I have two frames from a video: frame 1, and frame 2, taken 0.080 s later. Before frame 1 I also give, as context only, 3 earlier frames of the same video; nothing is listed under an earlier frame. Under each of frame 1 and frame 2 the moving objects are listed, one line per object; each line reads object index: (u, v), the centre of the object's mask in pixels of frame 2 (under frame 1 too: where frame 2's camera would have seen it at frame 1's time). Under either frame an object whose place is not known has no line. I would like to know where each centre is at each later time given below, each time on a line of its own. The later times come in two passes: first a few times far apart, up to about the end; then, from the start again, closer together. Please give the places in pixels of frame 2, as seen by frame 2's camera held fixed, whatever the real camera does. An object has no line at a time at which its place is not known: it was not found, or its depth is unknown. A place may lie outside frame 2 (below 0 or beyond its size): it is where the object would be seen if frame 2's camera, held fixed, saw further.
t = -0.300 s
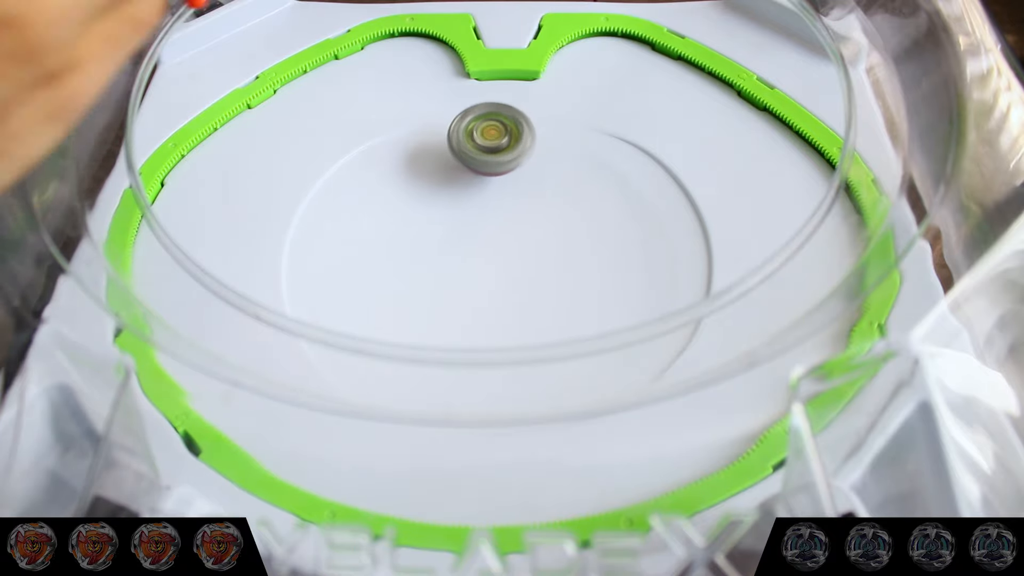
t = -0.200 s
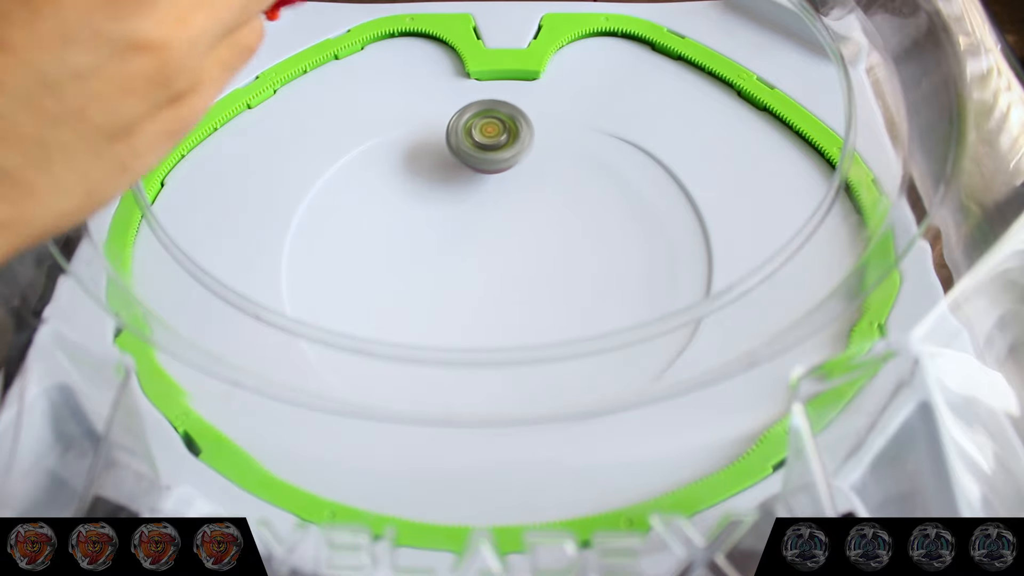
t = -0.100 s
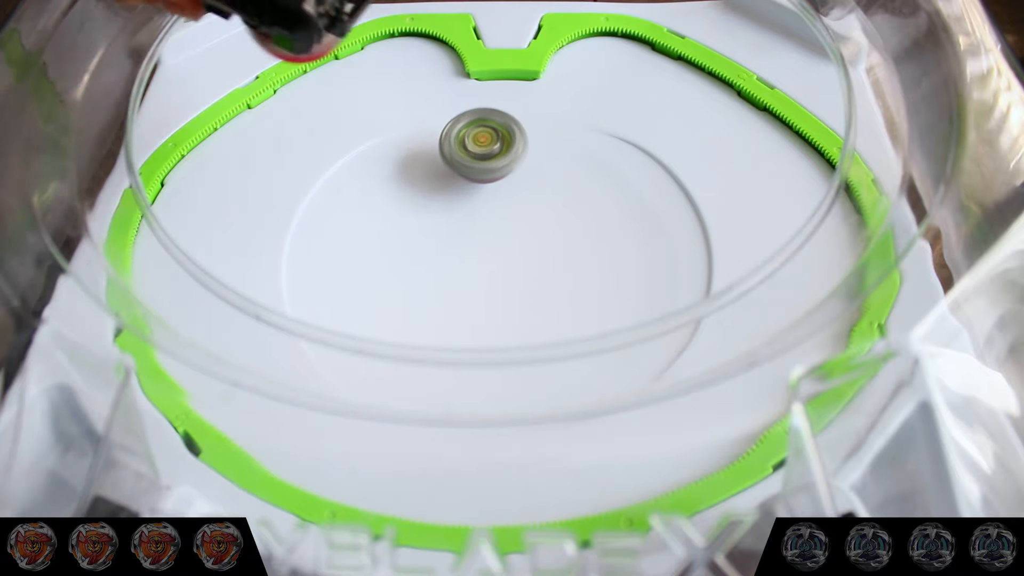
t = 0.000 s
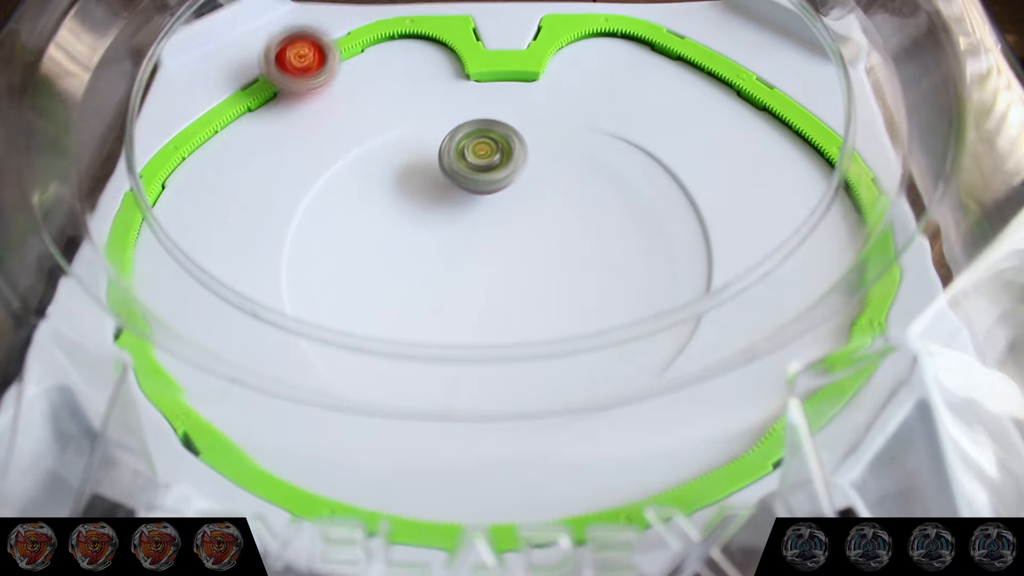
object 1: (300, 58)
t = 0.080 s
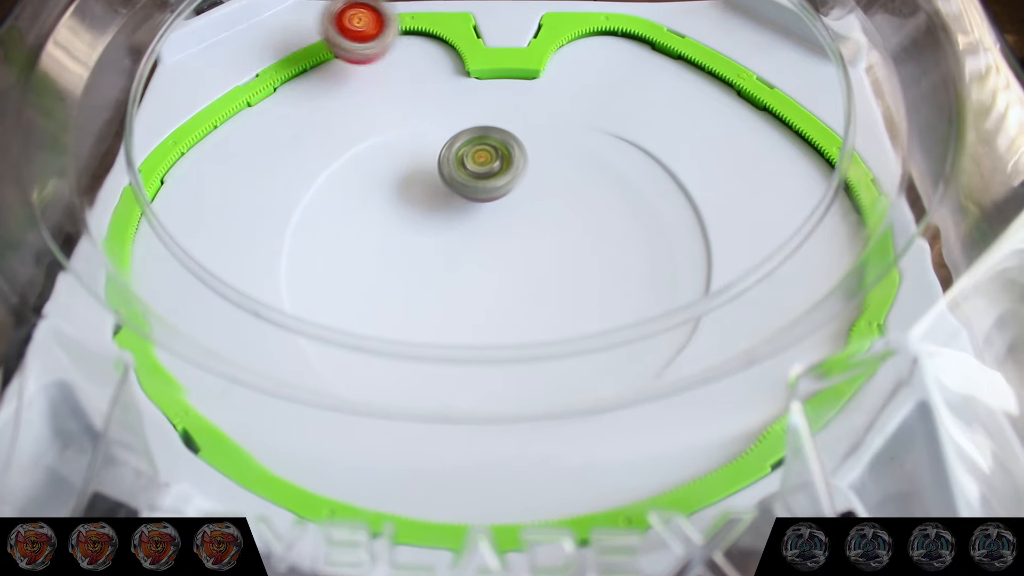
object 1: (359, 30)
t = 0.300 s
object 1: (383, 35)
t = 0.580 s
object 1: (439, 61)
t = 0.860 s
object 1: (689, 45)
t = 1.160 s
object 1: (734, 85)
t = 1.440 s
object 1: (803, 139)
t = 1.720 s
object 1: (831, 214)
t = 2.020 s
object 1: (858, 257)
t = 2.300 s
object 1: (834, 306)
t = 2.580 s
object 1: (711, 307)
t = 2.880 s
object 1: (719, 234)
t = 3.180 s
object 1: (652, 72)
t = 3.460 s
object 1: (562, 334)
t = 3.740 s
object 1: (515, 343)
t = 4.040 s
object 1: (397, 336)
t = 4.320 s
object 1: (318, 442)
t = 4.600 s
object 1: (312, 354)
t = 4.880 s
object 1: (222, 238)
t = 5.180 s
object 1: (238, 194)
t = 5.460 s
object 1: (369, 178)
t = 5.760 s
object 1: (437, 97)
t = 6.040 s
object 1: (373, 55)
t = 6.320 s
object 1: (307, 106)
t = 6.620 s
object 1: (539, 276)
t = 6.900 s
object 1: (677, 163)
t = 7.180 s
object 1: (506, 117)
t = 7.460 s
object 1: (396, 158)
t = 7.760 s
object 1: (546, 215)
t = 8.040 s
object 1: (517, 97)
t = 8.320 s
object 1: (313, 141)
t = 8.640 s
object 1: (181, 126)
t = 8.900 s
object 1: (219, 279)
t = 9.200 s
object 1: (224, 93)
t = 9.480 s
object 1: (355, 96)
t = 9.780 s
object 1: (257, 16)
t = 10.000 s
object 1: (262, 50)
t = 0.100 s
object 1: (377, 33)
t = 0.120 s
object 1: (396, 35)
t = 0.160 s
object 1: (436, 29)
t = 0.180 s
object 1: (441, 25)
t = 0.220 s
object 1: (420, 23)
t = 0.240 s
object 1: (409, 26)
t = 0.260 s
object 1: (399, 34)
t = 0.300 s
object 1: (383, 35)
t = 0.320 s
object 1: (376, 39)
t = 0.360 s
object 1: (368, 43)
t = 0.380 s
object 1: (366, 45)
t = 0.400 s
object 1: (365, 46)
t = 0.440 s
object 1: (369, 50)
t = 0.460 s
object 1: (375, 53)
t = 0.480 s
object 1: (381, 54)
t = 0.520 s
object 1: (399, 57)
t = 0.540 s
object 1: (411, 59)
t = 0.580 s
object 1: (439, 61)
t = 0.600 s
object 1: (454, 62)
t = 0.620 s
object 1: (470, 62)
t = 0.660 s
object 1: (505, 61)
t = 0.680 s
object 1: (523, 61)
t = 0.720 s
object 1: (560, 61)
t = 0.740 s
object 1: (578, 60)
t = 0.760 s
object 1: (598, 58)
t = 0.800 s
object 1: (635, 54)
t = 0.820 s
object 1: (653, 51)
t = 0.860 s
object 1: (689, 45)
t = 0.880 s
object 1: (699, 39)
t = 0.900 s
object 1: (699, 42)
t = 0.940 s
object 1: (698, 56)
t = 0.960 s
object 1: (700, 58)
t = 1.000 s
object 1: (702, 65)
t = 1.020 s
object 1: (704, 69)
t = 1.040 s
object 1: (707, 73)
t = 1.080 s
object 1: (713, 77)
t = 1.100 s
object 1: (718, 79)
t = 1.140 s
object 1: (728, 83)
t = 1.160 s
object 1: (734, 85)
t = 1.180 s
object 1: (742, 86)
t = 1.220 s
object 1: (759, 90)
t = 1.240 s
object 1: (769, 92)
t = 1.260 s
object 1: (777, 94)
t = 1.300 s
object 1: (776, 104)
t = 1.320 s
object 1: (777, 109)
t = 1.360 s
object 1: (782, 119)
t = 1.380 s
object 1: (786, 124)
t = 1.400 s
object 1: (791, 129)
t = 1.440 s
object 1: (803, 139)
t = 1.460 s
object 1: (805, 144)
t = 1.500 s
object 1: (831, 155)
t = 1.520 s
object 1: (842, 160)
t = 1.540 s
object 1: (842, 166)
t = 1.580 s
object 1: (833, 176)
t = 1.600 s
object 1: (830, 181)
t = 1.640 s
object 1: (825, 192)
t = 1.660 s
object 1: (825, 196)
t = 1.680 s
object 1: (822, 200)
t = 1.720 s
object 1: (831, 214)
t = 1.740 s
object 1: (834, 217)
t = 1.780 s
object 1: (842, 230)
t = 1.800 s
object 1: (853, 238)
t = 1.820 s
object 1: (861, 242)
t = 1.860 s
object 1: (855, 242)
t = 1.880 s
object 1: (852, 242)
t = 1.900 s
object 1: (851, 243)
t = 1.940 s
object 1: (850, 243)
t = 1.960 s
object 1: (850, 245)
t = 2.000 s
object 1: (854, 252)
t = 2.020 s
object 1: (858, 257)
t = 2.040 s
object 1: (860, 259)
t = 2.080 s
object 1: (855, 263)
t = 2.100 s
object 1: (852, 267)
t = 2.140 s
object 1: (850, 275)
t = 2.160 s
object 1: (850, 280)
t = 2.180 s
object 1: (850, 285)
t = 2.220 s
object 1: (843, 291)
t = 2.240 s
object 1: (841, 295)
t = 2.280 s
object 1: (837, 303)
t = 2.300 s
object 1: (834, 306)
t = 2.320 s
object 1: (831, 310)
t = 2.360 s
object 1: (824, 314)
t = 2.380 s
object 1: (820, 315)
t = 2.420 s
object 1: (806, 317)
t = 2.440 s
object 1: (798, 318)
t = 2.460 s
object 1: (786, 319)
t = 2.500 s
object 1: (763, 311)
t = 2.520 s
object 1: (752, 309)
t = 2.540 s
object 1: (740, 309)
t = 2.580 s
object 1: (711, 307)
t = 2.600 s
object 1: (695, 303)
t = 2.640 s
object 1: (657, 286)
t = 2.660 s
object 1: (643, 284)
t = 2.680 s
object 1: (627, 277)
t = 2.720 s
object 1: (592, 253)
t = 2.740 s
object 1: (573, 242)
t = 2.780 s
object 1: (538, 223)
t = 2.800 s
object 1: (579, 232)
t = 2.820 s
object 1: (622, 238)
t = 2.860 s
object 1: (693, 242)
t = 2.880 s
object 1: (719, 234)
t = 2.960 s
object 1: (790, 233)
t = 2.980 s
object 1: (813, 238)
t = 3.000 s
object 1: (825, 241)
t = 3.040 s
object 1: (859, 242)
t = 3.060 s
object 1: (863, 227)
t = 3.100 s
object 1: (786, 164)
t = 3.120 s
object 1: (749, 142)
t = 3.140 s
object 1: (714, 118)
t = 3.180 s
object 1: (652, 72)
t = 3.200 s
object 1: (623, 55)
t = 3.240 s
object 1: (566, 22)
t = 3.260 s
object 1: (564, 26)
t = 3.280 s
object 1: (567, 44)
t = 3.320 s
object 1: (573, 107)
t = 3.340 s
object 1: (576, 152)
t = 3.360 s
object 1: (578, 198)
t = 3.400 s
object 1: (575, 260)
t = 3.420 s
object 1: (572, 287)
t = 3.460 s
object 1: (562, 334)
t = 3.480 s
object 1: (558, 354)
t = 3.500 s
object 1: (551, 371)
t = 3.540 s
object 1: (540, 391)
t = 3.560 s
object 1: (533, 392)
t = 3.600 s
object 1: (521, 395)
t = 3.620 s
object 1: (515, 385)
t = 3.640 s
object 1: (511, 385)
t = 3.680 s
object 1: (509, 370)
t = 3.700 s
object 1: (509, 362)
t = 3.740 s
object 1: (515, 343)
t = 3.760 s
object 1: (517, 321)
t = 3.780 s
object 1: (522, 316)
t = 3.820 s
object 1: (533, 306)
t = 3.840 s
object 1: (537, 299)
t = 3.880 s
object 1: (536, 279)
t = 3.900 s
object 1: (532, 270)
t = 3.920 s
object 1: (526, 261)
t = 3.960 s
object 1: (498, 257)
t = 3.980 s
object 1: (469, 280)
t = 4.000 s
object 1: (443, 302)
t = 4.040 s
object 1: (397, 336)
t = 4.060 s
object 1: (377, 358)
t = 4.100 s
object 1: (360, 366)
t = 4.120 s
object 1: (352, 374)
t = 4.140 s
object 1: (344, 394)
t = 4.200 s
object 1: (325, 416)
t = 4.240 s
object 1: (300, 440)
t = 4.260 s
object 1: (292, 445)
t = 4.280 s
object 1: (300, 445)
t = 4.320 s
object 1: (318, 442)
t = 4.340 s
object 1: (325, 441)
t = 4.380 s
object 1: (340, 426)
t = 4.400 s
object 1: (343, 421)
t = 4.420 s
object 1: (345, 416)
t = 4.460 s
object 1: (345, 411)
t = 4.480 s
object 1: (341, 397)
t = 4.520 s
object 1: (334, 389)
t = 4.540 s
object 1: (329, 383)
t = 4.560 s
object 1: (322, 377)
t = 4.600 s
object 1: (312, 354)
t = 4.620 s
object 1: (306, 348)
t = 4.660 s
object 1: (290, 336)
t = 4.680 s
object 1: (283, 330)
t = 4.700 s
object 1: (276, 323)
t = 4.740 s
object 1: (263, 307)
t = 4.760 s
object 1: (255, 299)
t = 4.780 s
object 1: (249, 290)
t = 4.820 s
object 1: (236, 272)
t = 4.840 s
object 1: (230, 264)
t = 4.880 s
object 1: (222, 238)
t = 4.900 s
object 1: (215, 228)
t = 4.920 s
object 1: (206, 217)
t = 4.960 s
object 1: (190, 197)
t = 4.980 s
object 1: (183, 186)
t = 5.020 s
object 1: (165, 163)
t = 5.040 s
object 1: (159, 152)
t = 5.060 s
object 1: (170, 158)
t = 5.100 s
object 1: (192, 175)
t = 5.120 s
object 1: (203, 181)
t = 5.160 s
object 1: (226, 190)
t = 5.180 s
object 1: (238, 194)
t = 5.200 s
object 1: (250, 196)
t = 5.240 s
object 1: (269, 194)
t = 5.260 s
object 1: (279, 190)
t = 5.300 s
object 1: (296, 183)
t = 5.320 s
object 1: (307, 183)
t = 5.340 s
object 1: (316, 180)
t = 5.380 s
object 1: (335, 179)
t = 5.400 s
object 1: (344, 180)
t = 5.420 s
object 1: (353, 180)
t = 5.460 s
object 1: (369, 178)
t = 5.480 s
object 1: (378, 177)
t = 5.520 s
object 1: (396, 172)
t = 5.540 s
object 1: (405, 168)
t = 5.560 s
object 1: (412, 163)
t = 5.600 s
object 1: (427, 151)
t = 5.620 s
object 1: (432, 144)
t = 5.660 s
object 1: (439, 130)
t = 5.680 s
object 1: (441, 122)
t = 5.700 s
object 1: (442, 114)
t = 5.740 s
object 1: (439, 102)
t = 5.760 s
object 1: (437, 97)
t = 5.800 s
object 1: (435, 87)
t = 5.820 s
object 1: (437, 84)
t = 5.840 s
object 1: (441, 82)
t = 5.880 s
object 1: (453, 74)
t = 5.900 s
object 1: (456, 68)
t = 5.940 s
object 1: (463, 57)
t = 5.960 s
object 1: (462, 49)
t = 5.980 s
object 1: (440, 49)
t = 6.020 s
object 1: (395, 52)
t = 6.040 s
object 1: (373, 55)
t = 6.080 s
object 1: (338, 56)
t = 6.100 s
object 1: (322, 58)
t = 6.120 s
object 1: (310, 60)
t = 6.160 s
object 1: (292, 65)
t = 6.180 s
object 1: (286, 68)
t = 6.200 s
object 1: (282, 71)
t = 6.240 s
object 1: (281, 80)
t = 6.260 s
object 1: (284, 87)
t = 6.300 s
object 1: (297, 99)
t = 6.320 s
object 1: (307, 106)
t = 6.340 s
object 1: (317, 114)
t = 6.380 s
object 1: (341, 135)
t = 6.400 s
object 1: (354, 151)
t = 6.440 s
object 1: (378, 178)
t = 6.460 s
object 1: (390, 192)
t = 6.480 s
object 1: (402, 210)
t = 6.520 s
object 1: (436, 239)
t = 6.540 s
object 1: (455, 251)
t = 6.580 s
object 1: (496, 268)
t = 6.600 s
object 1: (519, 274)
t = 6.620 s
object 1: (539, 276)
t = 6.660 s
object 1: (582, 275)
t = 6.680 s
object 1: (602, 271)
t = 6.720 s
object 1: (637, 260)
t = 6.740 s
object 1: (654, 250)
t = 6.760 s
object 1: (668, 241)
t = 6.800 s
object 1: (690, 219)
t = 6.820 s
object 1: (700, 204)
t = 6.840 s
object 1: (702, 190)
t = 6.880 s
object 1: (688, 169)
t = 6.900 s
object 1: (677, 163)
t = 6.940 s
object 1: (650, 146)
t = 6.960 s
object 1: (638, 138)
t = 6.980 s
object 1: (627, 131)
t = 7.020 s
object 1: (603, 121)
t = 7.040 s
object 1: (591, 118)
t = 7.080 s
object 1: (575, 108)
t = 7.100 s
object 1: (563, 105)
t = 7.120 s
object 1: (551, 106)
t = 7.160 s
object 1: (522, 111)
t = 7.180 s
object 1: (506, 117)
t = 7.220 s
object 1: (479, 133)
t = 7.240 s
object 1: (467, 142)
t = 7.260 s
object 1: (458, 153)
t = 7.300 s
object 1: (444, 143)
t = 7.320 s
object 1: (437, 138)
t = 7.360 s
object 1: (425, 136)
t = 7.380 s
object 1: (420, 137)
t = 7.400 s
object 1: (414, 140)
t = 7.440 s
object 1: (402, 150)
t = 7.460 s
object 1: (396, 158)
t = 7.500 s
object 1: (392, 177)
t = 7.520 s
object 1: (393, 188)
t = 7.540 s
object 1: (399, 199)
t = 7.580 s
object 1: (418, 219)
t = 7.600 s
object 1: (431, 226)
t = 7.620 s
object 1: (445, 231)
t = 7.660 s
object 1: (477, 235)
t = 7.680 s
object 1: (492, 234)
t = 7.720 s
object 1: (521, 227)
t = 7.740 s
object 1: (534, 222)
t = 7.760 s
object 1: (546, 215)
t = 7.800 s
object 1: (567, 199)
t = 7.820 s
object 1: (575, 189)
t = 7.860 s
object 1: (584, 169)
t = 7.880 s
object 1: (585, 159)
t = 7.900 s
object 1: (583, 148)
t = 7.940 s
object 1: (575, 128)
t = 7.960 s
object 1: (566, 120)
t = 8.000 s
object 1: (544, 106)
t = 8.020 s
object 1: (531, 101)
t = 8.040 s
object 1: (517, 97)
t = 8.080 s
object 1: (489, 95)
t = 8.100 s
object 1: (476, 100)
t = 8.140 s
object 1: (451, 112)
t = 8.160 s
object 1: (439, 121)
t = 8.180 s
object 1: (427, 132)
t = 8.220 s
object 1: (411, 158)
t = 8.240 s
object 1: (397, 163)
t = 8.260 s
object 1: (370, 155)
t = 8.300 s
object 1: (326, 144)
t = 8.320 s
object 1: (313, 141)
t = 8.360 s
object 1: (292, 149)
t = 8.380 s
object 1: (282, 147)
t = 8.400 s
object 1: (271, 146)
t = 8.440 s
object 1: (253, 145)
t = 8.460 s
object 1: (244, 142)
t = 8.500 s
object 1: (227, 139)
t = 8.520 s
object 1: (219, 137)
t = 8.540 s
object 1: (212, 134)
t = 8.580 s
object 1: (200, 130)
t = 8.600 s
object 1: (194, 128)
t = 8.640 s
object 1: (181, 126)
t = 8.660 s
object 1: (176, 143)
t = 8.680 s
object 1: (175, 168)
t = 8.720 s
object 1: (161, 201)
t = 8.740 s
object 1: (160, 219)
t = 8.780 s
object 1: (160, 246)
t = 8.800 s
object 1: (163, 255)
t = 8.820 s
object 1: (169, 263)
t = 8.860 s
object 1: (187, 273)
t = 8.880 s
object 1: (201, 278)
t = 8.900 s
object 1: (219, 279)
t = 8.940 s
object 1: (257, 280)
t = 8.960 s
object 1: (276, 280)
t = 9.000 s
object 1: (320, 286)
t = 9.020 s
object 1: (340, 288)
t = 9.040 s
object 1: (365, 293)
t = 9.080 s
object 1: (352, 240)
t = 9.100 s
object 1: (324, 200)
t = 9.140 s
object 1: (276, 136)
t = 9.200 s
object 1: (224, 93)
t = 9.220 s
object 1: (222, 88)
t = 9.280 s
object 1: (255, 90)
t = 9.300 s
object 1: (269, 102)
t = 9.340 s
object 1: (289, 92)
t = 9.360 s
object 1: (298, 91)
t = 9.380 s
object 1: (308, 97)
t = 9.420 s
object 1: (328, 95)
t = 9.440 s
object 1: (336, 95)
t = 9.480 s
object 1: (355, 96)
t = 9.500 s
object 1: (365, 94)
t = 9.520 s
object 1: (373, 97)
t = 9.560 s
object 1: (390, 88)
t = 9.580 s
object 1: (399, 90)
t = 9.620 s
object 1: (416, 82)
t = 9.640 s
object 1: (419, 75)
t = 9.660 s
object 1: (391, 52)
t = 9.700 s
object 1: (340, 29)
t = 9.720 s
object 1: (316, 26)
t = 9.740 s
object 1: (294, 26)
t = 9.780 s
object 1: (257, 16)
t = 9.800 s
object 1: (247, 15)
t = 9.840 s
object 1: (245, 23)
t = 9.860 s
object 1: (246, 28)
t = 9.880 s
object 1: (244, 29)
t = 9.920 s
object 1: (246, 37)
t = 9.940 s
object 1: (249, 42)
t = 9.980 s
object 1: (258, 49)
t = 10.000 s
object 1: (262, 50)
